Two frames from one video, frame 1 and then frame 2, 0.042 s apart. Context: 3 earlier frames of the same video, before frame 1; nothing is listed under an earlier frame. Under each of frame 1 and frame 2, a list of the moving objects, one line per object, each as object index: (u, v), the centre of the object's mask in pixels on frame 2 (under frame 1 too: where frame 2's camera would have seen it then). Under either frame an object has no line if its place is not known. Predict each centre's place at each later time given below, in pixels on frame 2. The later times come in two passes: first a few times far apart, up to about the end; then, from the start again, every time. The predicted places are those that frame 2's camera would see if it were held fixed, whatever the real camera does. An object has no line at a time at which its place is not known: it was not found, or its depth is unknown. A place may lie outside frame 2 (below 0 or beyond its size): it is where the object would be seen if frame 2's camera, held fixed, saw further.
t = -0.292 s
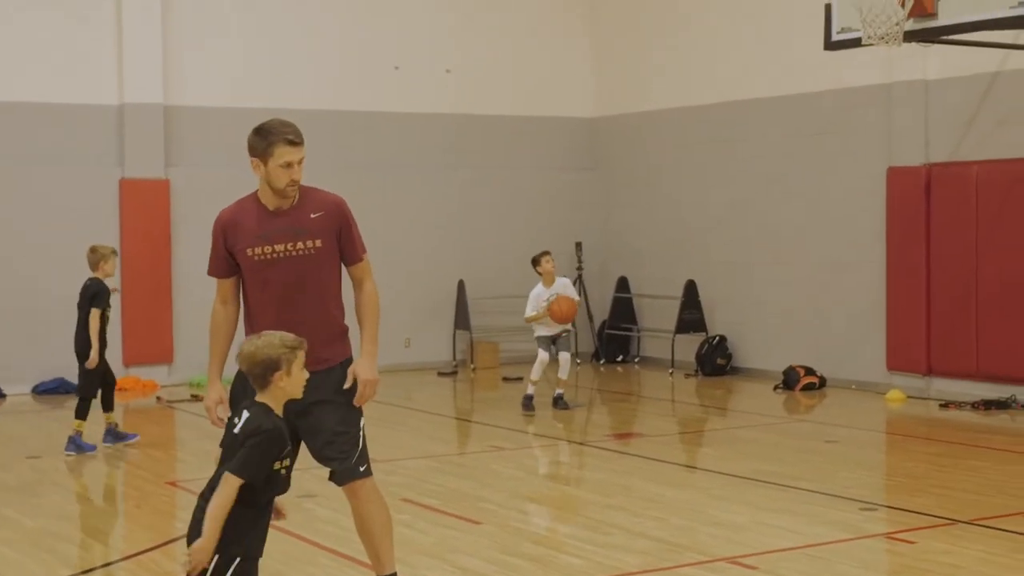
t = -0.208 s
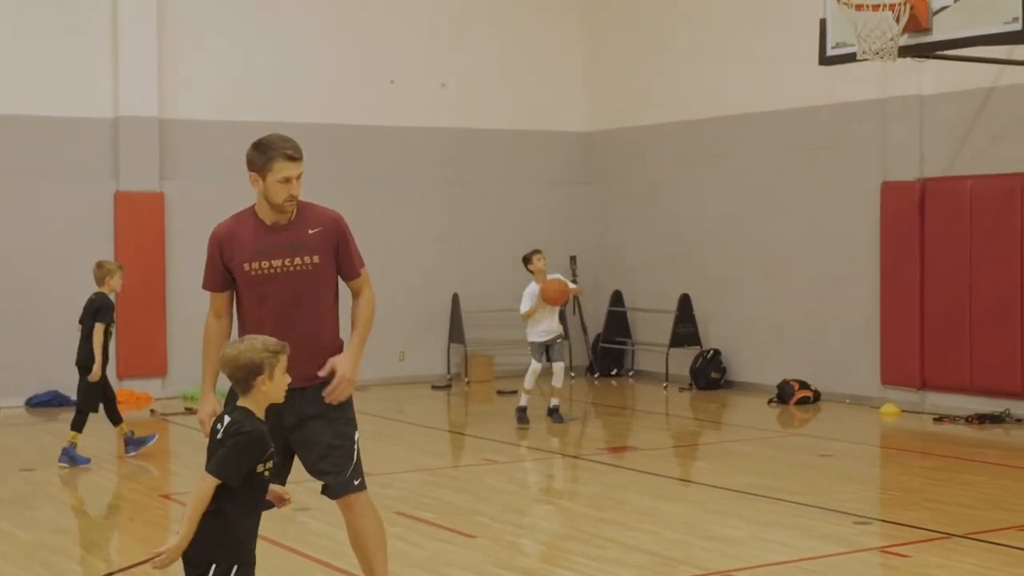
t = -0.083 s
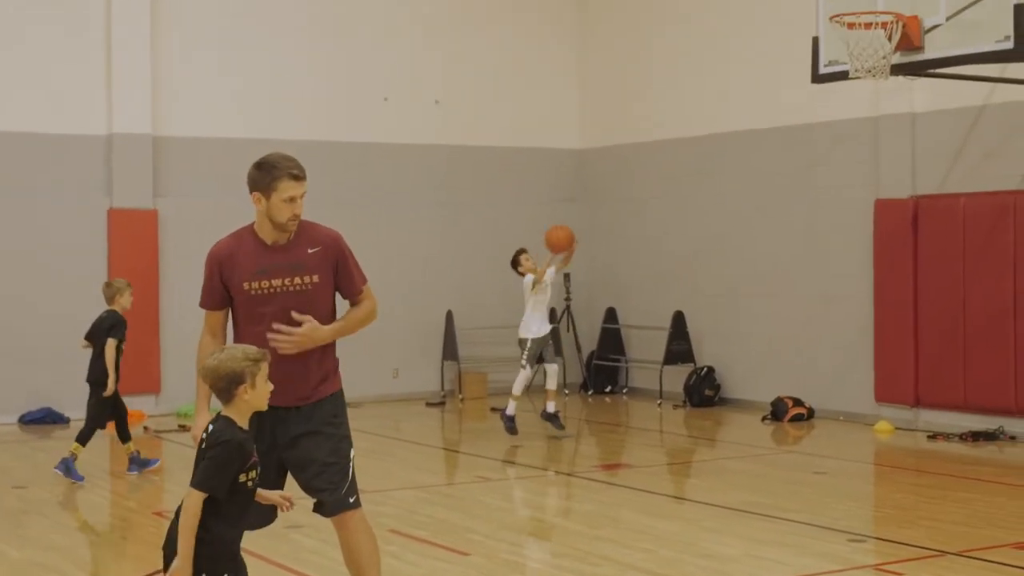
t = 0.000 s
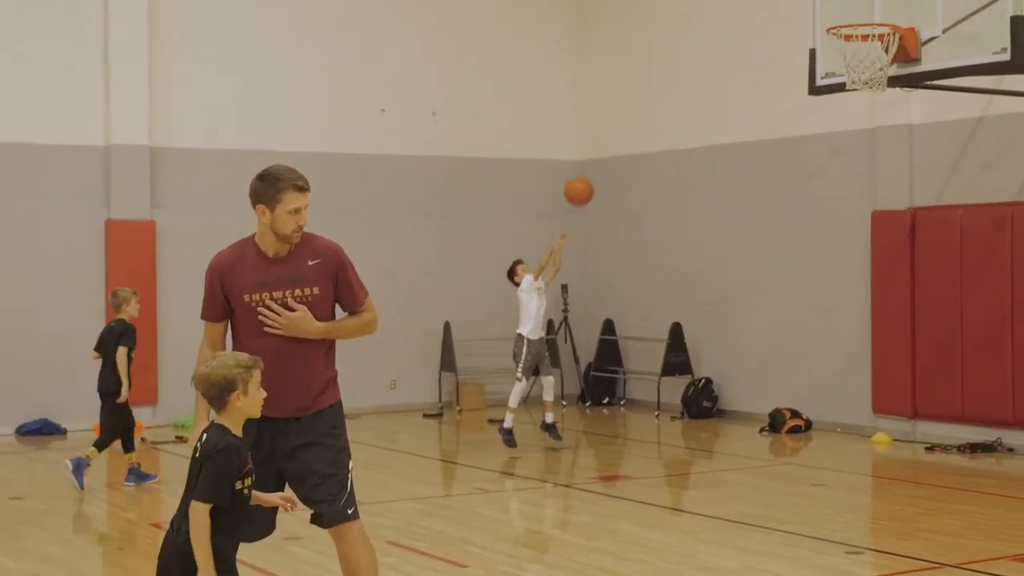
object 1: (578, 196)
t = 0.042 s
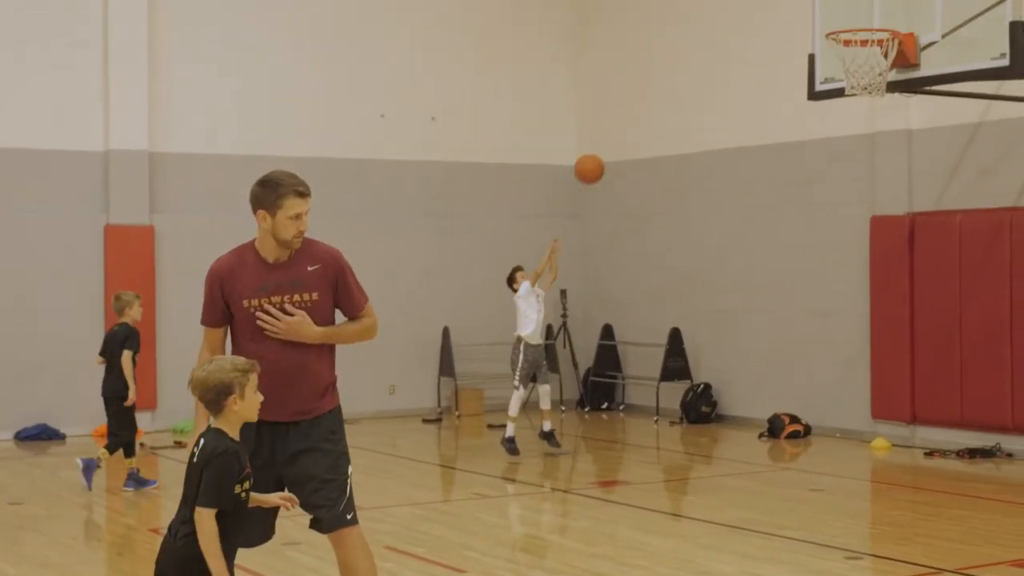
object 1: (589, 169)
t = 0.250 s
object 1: (648, 55)
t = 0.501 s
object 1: (728, -18)
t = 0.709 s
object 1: (804, -17)
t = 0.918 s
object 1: (871, 48)
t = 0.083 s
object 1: (601, 142)
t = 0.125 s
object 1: (612, 118)
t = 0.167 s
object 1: (624, 95)
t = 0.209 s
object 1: (636, 74)
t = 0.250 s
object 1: (648, 55)
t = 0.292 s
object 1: (661, 38)
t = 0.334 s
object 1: (674, 22)
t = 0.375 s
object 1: (687, 9)
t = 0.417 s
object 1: (700, -2)
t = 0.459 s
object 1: (714, -11)
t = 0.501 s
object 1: (728, -18)
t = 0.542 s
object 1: (742, -23)
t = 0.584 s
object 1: (757, -25)
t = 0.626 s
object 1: (772, -25)
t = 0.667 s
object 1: (787, -23)
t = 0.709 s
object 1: (804, -17)
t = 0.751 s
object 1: (820, -9)
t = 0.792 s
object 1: (836, 1)
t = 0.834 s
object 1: (853, 13)
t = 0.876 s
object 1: (871, 22)
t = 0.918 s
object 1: (871, 48)
